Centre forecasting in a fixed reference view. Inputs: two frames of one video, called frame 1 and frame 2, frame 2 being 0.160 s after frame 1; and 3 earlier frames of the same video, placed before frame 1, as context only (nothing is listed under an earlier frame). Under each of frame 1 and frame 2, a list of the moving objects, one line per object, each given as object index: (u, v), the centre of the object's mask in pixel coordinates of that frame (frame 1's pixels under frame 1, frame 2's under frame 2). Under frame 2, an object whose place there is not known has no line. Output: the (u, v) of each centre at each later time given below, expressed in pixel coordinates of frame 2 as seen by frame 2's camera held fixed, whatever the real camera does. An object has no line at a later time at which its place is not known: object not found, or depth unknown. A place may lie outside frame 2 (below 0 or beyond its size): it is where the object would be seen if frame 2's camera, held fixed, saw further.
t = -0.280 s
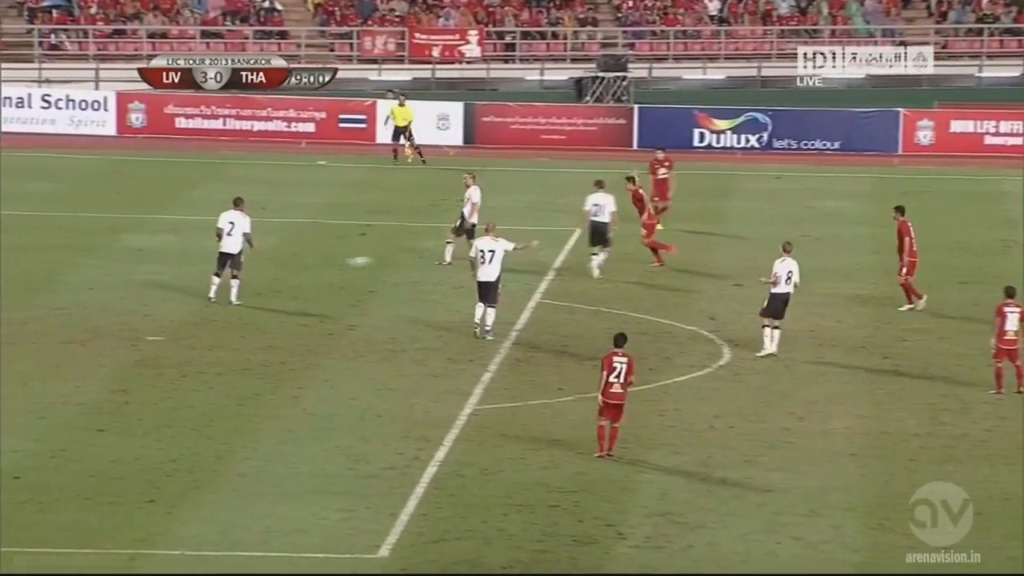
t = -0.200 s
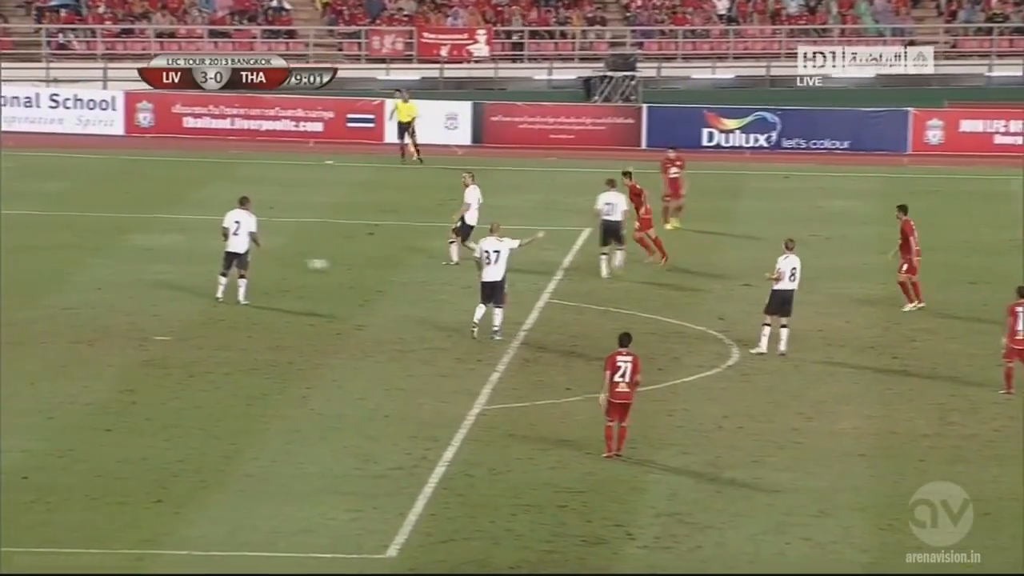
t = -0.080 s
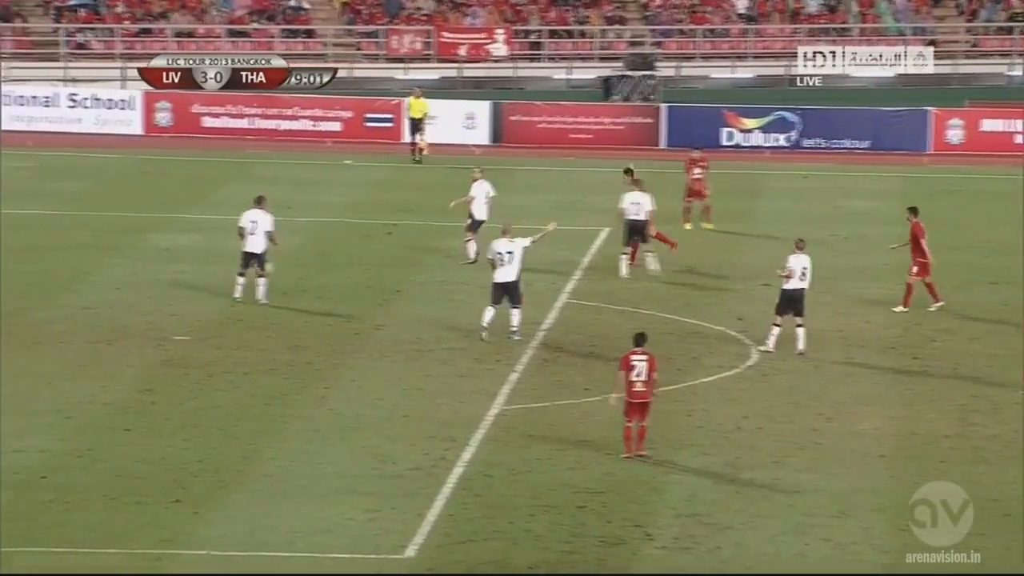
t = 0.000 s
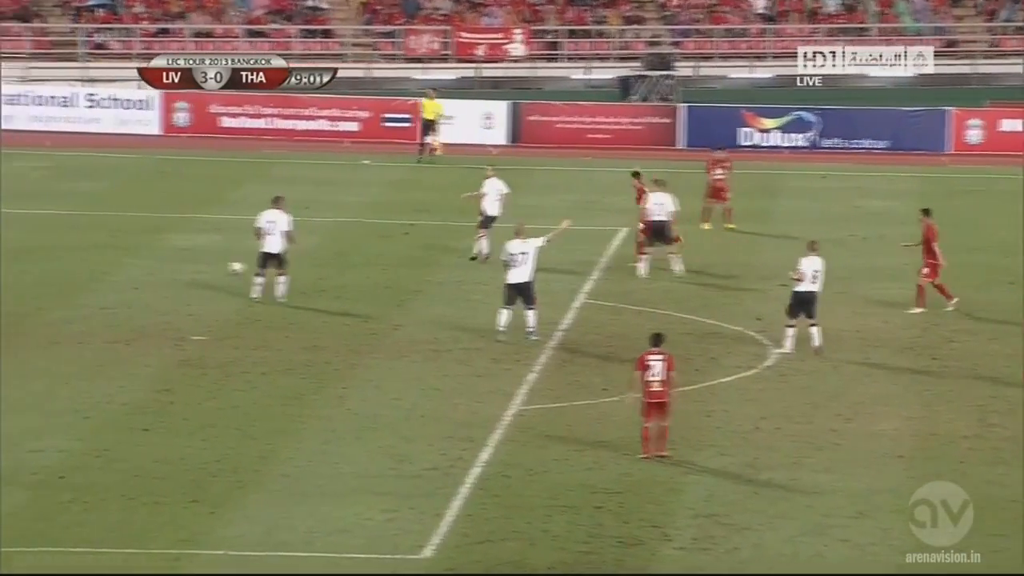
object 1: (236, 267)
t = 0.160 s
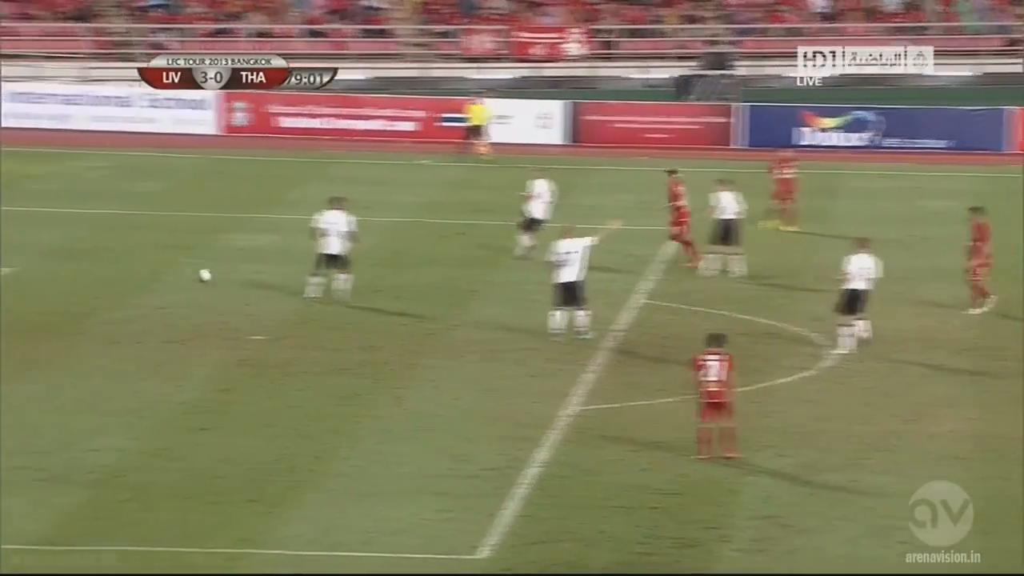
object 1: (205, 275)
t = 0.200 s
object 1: (185, 277)
